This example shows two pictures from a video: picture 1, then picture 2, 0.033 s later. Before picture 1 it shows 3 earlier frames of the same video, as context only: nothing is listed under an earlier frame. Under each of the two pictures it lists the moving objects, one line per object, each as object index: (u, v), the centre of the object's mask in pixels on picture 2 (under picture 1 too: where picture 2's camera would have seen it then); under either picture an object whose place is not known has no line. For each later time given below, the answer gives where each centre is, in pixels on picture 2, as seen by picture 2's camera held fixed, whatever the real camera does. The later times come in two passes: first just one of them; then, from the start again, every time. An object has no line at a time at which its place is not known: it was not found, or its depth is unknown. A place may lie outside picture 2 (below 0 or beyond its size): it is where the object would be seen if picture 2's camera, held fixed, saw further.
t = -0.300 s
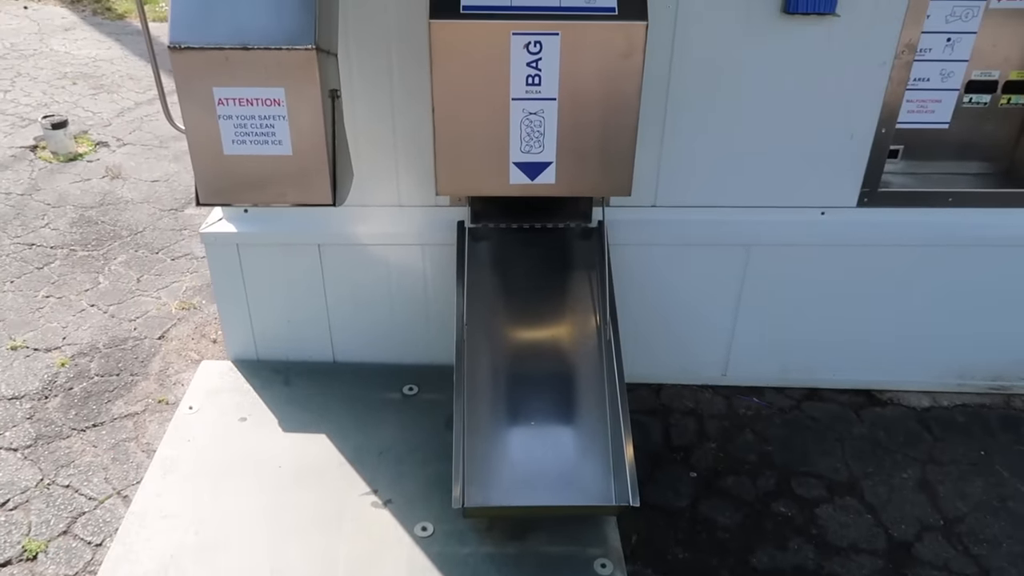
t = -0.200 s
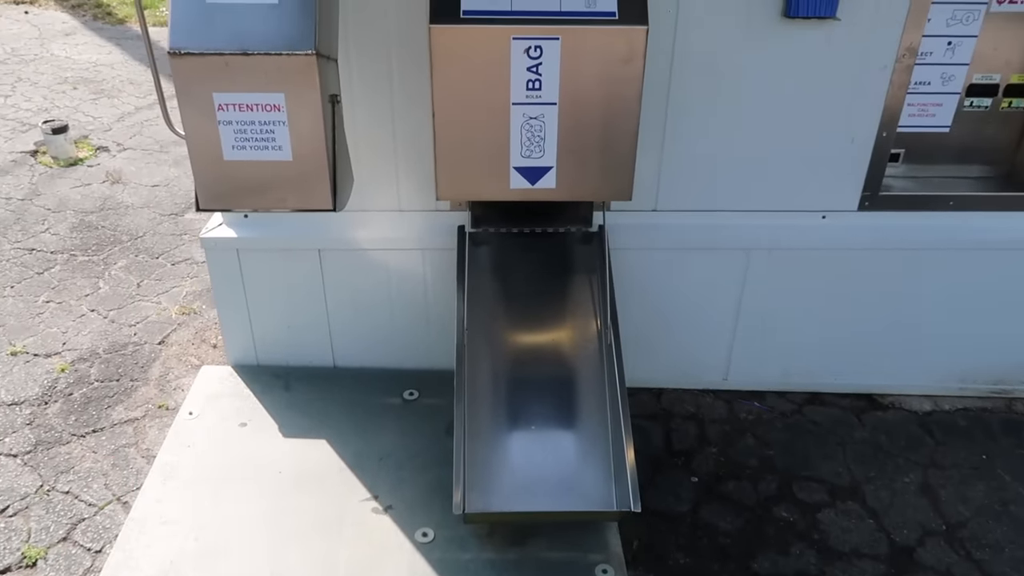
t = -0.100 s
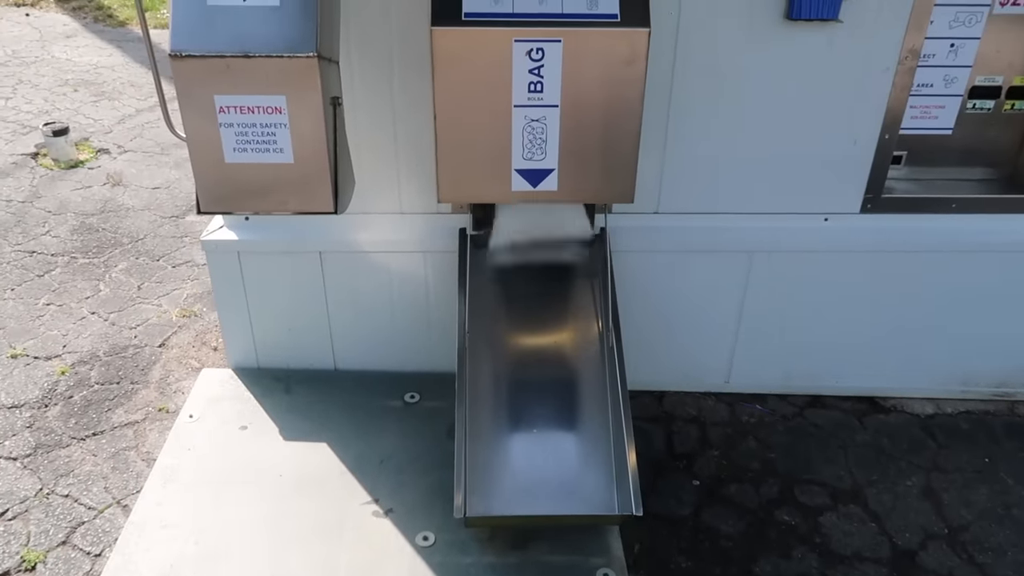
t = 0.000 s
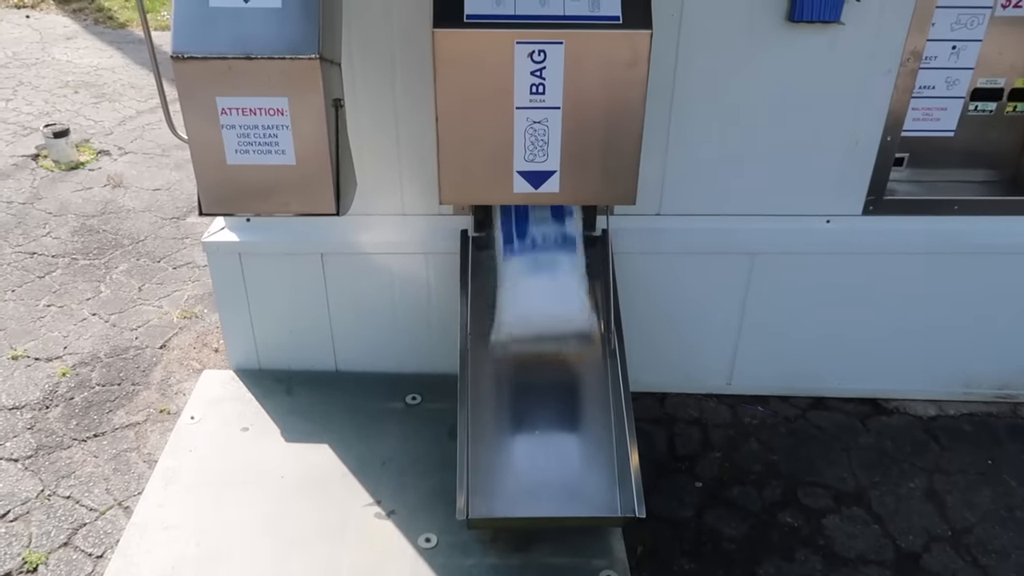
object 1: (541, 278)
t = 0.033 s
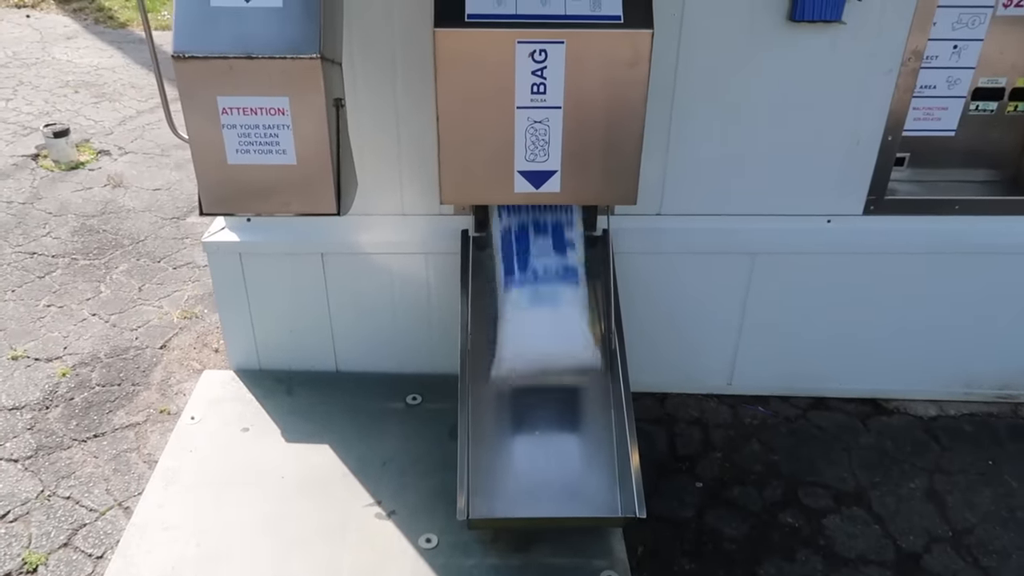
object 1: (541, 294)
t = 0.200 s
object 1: (541, 373)
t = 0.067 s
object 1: (541, 314)
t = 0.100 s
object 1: (541, 326)
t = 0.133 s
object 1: (541, 347)
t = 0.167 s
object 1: (541, 362)
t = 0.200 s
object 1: (541, 373)
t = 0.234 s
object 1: (541, 378)
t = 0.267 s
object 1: (542, 383)
